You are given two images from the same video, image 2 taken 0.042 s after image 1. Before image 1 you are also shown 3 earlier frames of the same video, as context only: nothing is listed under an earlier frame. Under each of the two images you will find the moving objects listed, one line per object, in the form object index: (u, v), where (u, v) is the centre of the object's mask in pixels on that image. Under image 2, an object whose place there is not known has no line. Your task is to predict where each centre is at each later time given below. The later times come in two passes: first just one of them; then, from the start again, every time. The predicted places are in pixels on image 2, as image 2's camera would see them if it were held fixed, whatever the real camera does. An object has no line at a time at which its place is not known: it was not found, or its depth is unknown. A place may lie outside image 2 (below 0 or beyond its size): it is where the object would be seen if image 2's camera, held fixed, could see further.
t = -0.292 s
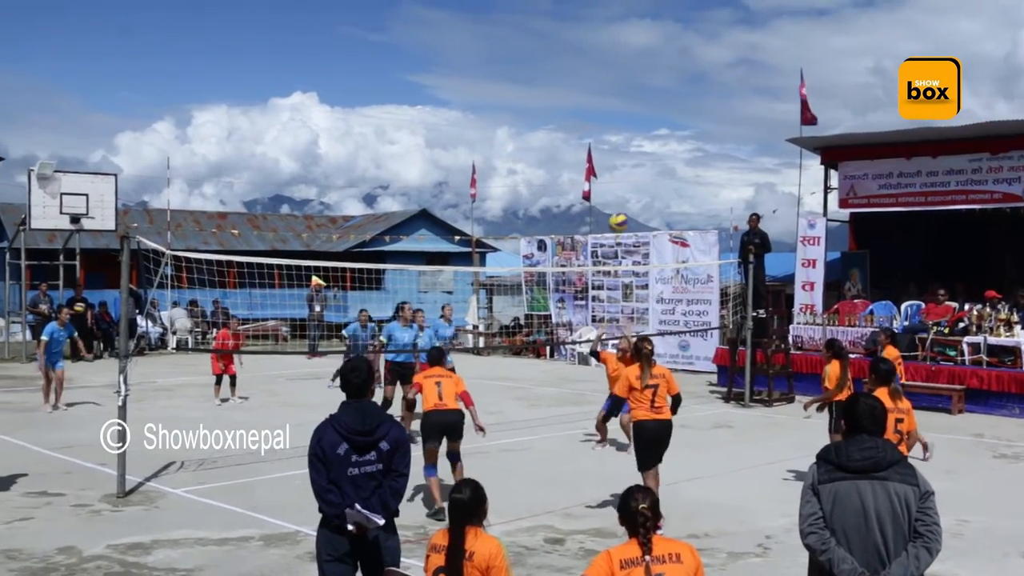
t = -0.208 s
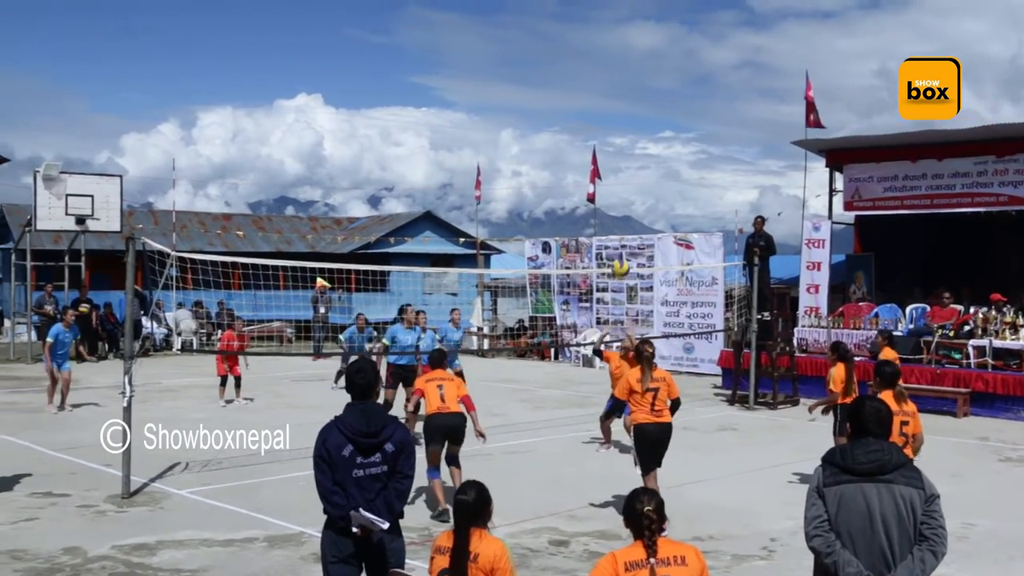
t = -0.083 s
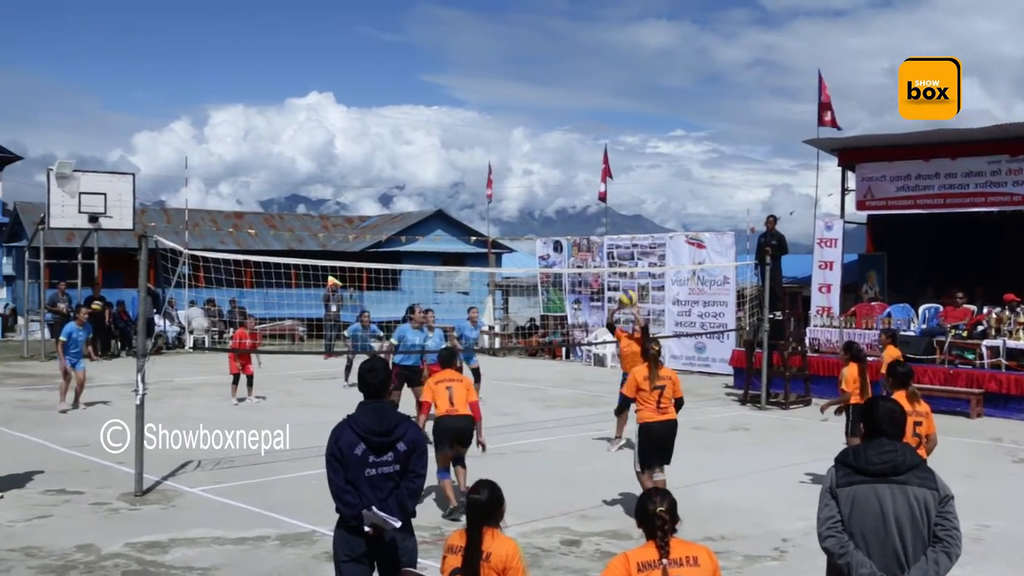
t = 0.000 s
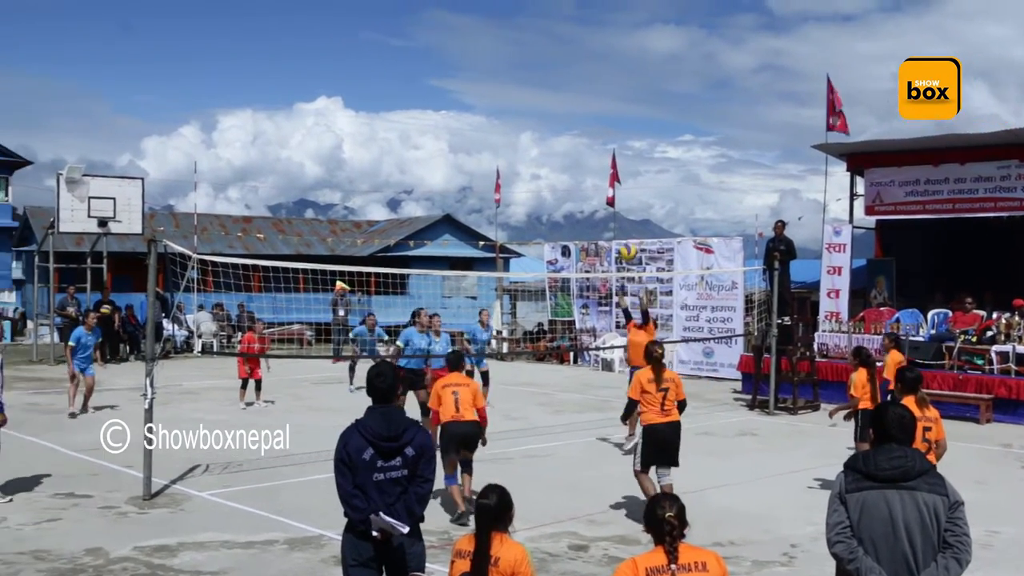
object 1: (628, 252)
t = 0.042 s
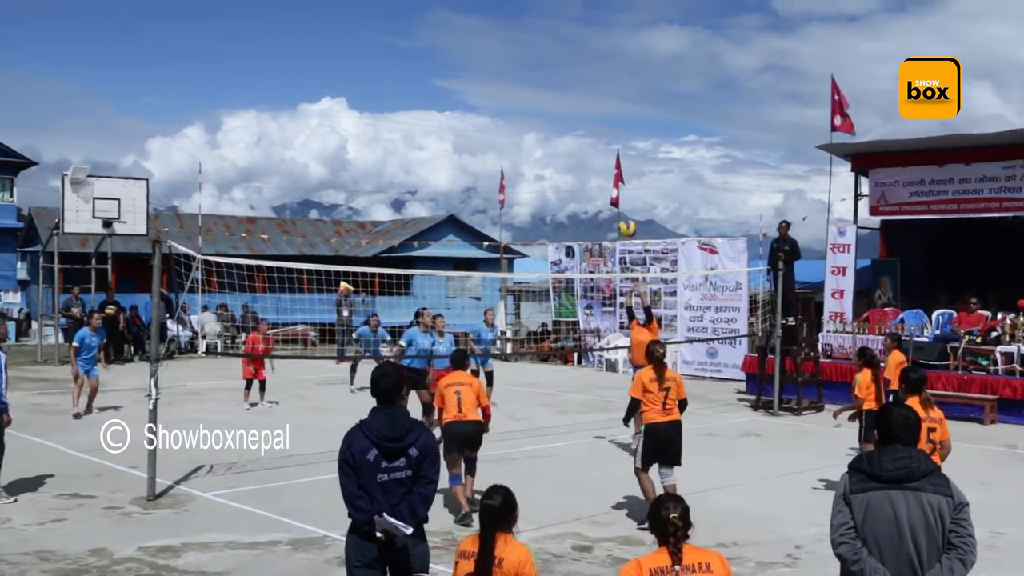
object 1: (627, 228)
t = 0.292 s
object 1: (602, 116)
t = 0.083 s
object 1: (623, 206)
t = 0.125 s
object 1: (619, 185)
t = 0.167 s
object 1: (615, 166)
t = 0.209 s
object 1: (611, 148)
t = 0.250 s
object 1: (606, 131)
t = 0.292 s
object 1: (602, 116)
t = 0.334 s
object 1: (597, 103)
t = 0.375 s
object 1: (593, 90)
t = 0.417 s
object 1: (589, 79)
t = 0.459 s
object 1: (585, 71)
